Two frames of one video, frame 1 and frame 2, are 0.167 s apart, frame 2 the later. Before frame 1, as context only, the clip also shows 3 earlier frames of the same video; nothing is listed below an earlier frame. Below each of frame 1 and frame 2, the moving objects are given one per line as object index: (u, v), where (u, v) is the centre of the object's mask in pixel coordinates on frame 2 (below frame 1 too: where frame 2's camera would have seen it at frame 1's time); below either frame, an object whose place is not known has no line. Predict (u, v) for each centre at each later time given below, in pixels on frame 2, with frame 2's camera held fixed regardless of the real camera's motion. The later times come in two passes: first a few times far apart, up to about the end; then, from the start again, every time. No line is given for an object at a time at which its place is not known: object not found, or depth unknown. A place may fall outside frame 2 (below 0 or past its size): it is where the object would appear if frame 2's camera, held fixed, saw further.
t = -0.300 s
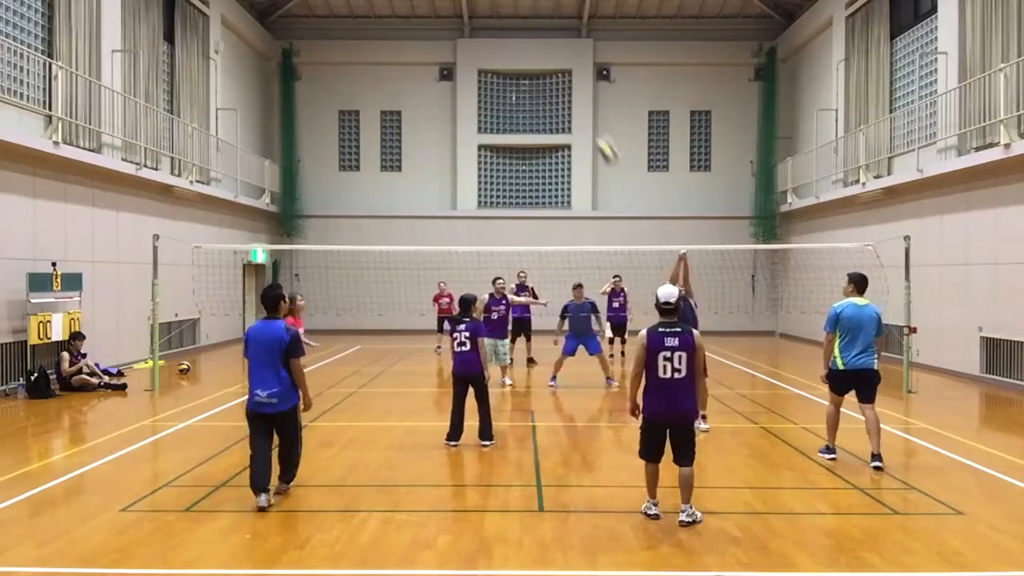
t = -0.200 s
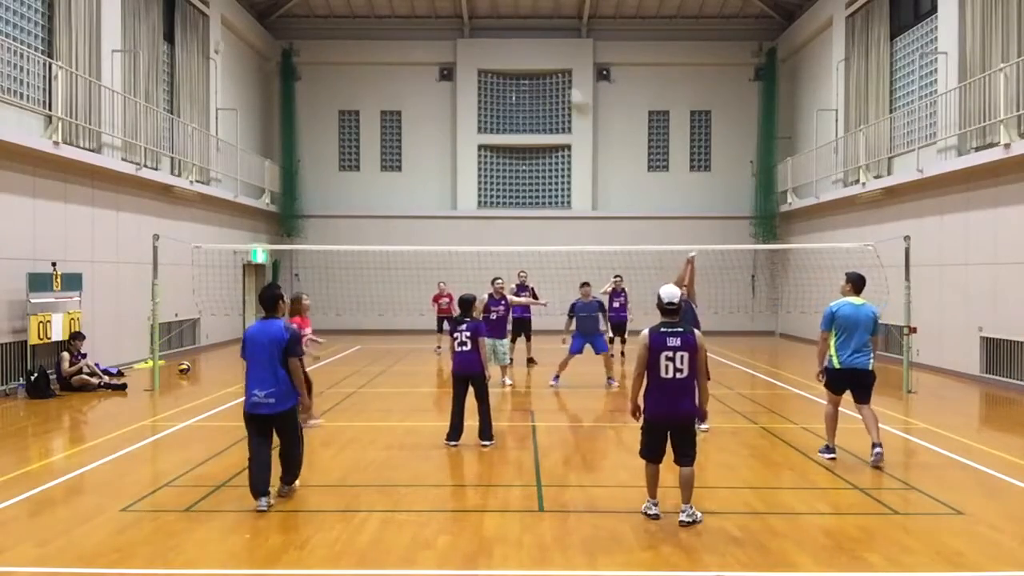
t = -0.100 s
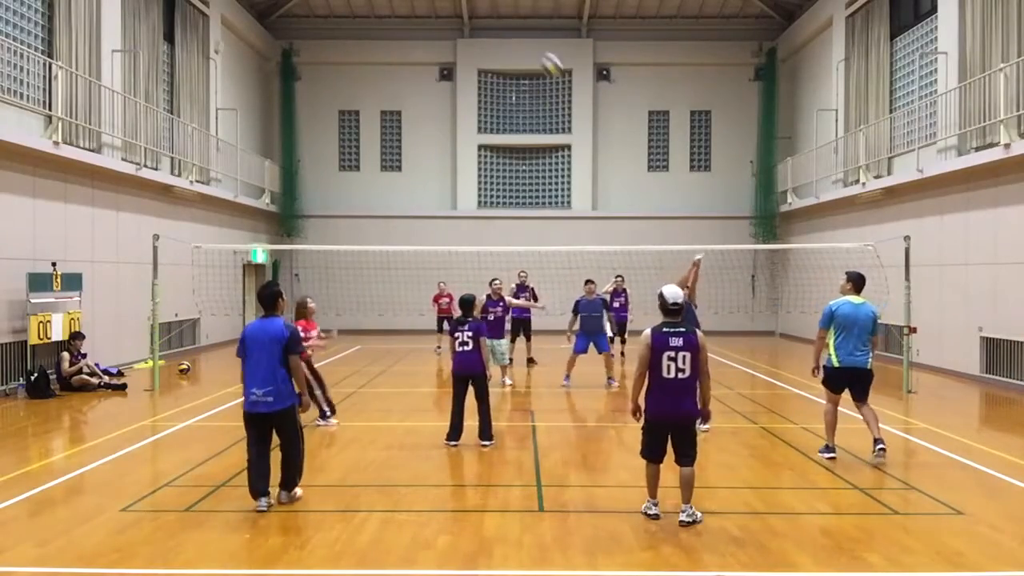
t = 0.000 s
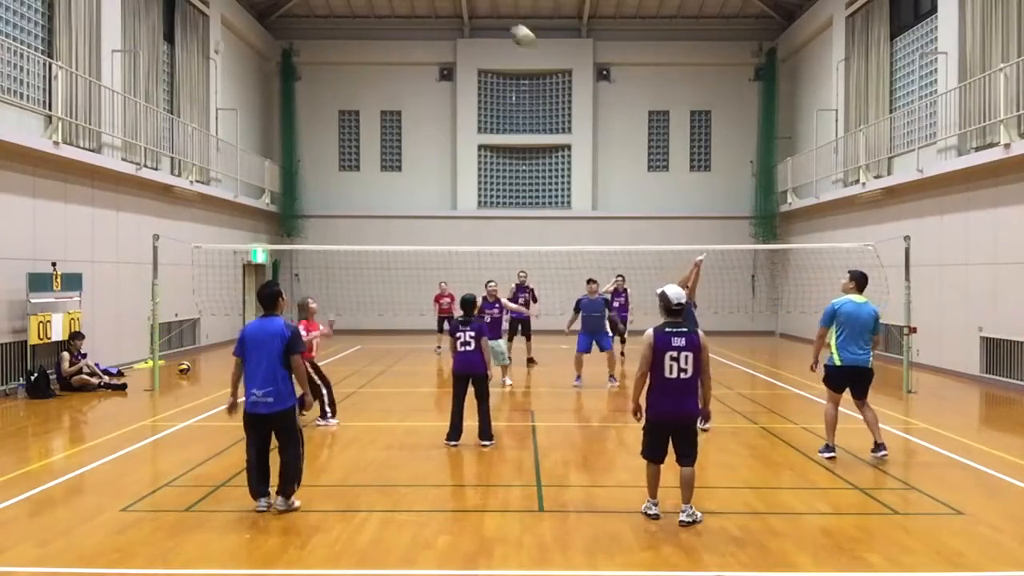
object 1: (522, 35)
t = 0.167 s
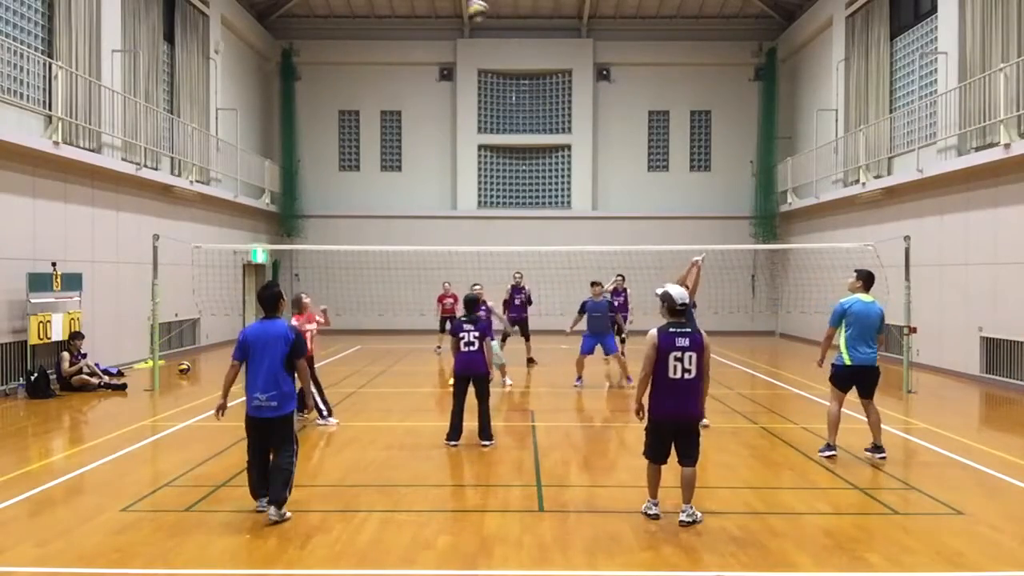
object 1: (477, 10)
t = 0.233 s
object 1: (459, 7)
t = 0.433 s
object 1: (409, 17)
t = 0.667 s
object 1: (352, 71)
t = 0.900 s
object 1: (298, 171)
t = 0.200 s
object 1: (468, 10)
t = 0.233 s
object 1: (459, 7)
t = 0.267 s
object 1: (453, 7)
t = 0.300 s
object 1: (444, 7)
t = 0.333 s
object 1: (434, 8)
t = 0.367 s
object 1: (426, 10)
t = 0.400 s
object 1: (417, 13)
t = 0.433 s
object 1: (409, 17)
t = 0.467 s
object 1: (400, 22)
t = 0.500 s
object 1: (392, 28)
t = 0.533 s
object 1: (383, 35)
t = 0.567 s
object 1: (374, 43)
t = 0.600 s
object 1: (366, 53)
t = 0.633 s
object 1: (360, 62)
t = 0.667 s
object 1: (352, 71)
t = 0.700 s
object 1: (344, 80)
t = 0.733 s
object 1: (336, 96)
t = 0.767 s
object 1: (327, 110)
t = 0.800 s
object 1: (319, 125)
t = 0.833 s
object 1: (314, 139)
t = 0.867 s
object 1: (306, 155)
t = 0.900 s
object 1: (298, 171)
